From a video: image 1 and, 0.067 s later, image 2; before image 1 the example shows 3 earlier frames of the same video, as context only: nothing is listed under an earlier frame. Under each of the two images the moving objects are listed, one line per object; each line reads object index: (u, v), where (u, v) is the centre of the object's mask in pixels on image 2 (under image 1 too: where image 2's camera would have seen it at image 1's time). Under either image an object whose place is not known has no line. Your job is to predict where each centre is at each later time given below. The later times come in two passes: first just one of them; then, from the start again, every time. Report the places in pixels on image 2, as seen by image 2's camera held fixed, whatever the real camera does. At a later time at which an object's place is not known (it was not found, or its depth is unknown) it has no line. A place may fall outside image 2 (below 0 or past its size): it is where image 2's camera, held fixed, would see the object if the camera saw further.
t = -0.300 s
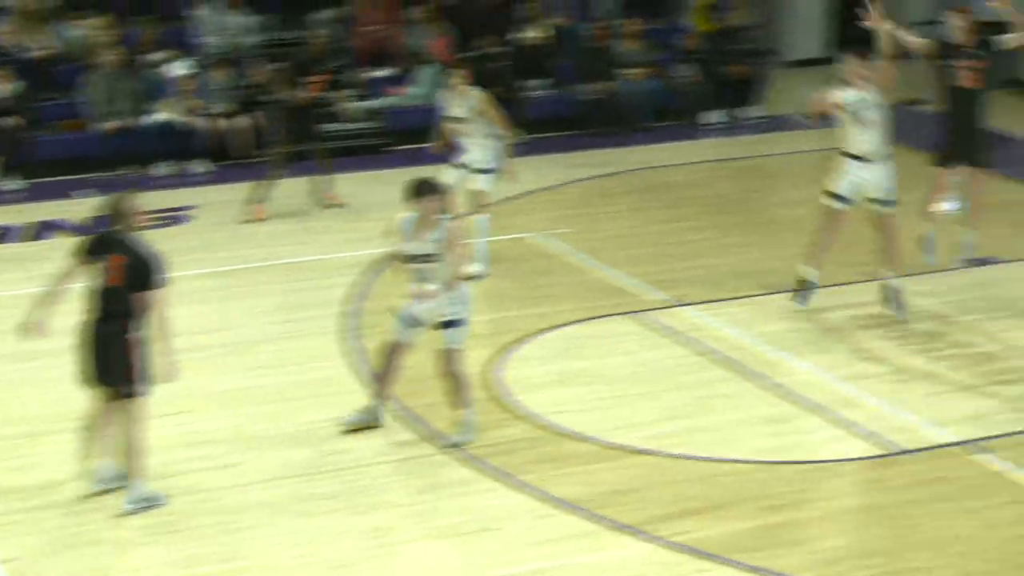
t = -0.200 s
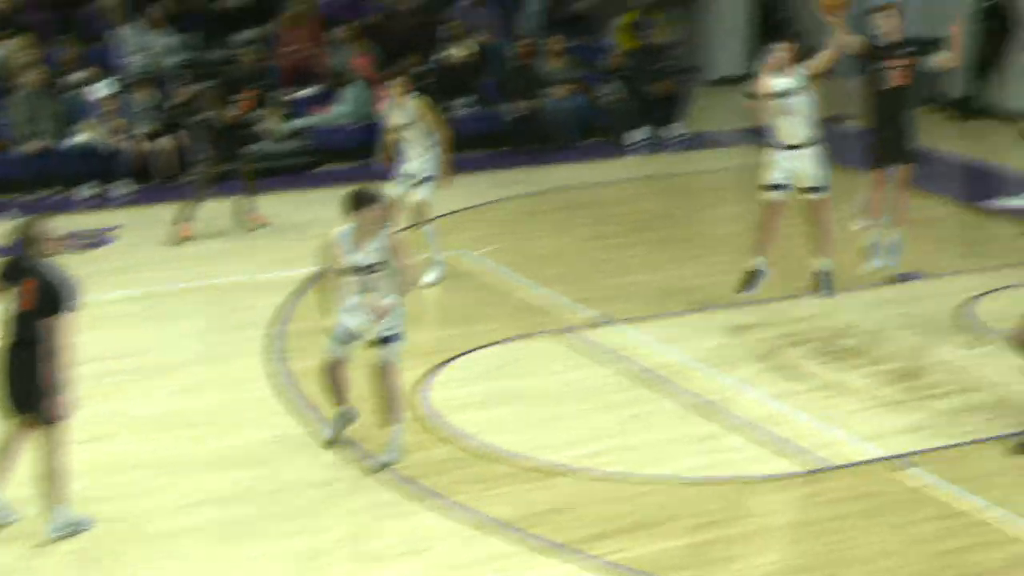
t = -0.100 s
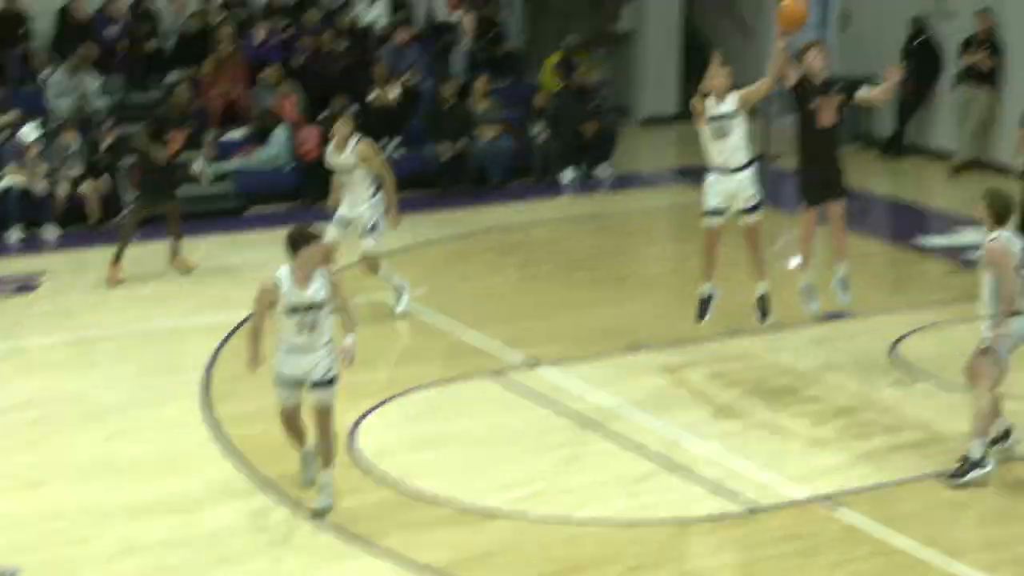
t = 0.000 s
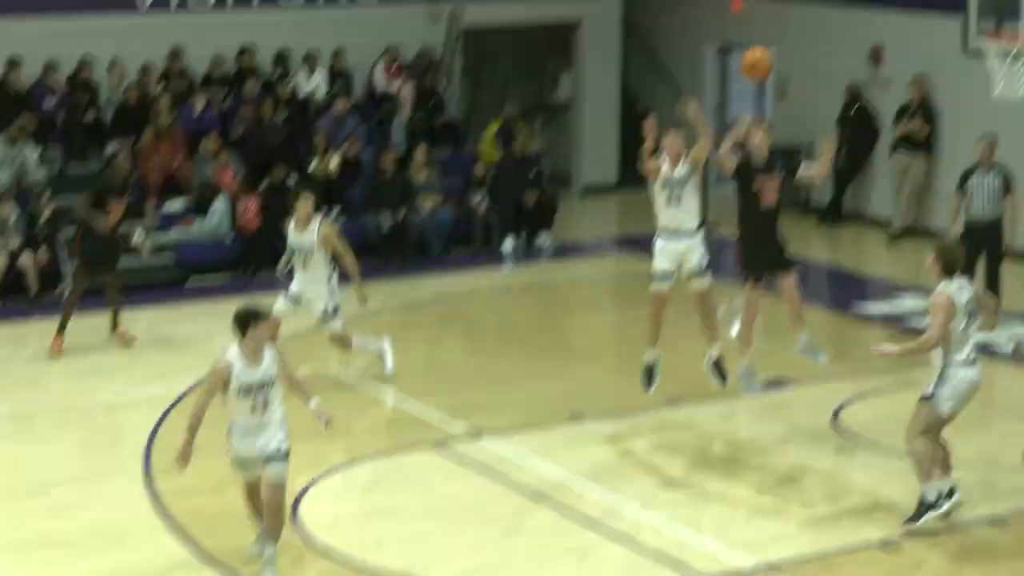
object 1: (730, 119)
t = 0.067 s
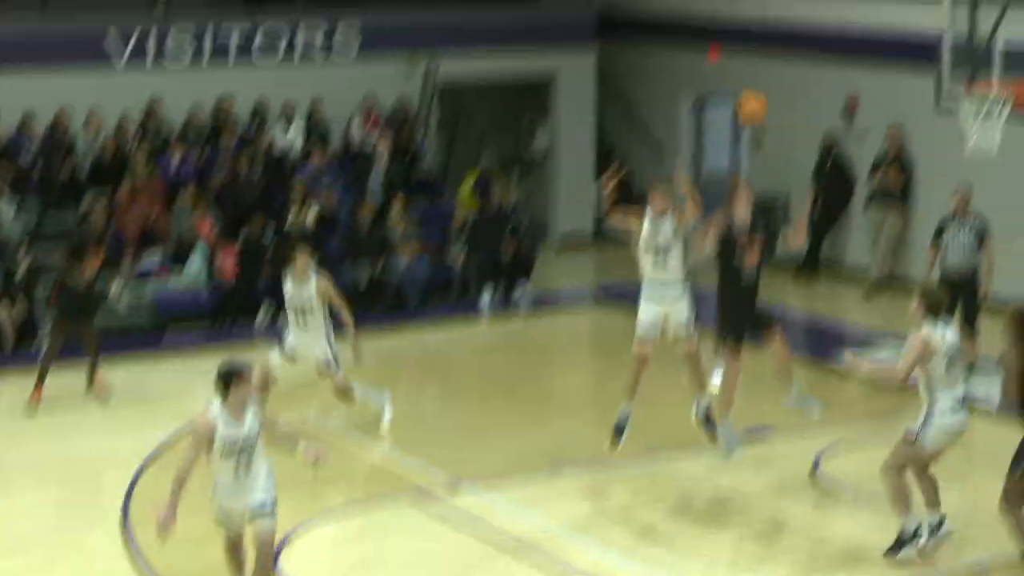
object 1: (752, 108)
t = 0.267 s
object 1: (809, 144)
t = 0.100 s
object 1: (757, 117)
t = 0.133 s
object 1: (769, 115)
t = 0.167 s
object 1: (780, 120)
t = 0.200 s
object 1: (790, 126)
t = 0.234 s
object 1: (800, 134)
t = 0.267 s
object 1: (809, 144)
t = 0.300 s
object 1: (818, 153)
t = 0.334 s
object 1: (827, 165)
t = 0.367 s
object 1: (837, 178)
